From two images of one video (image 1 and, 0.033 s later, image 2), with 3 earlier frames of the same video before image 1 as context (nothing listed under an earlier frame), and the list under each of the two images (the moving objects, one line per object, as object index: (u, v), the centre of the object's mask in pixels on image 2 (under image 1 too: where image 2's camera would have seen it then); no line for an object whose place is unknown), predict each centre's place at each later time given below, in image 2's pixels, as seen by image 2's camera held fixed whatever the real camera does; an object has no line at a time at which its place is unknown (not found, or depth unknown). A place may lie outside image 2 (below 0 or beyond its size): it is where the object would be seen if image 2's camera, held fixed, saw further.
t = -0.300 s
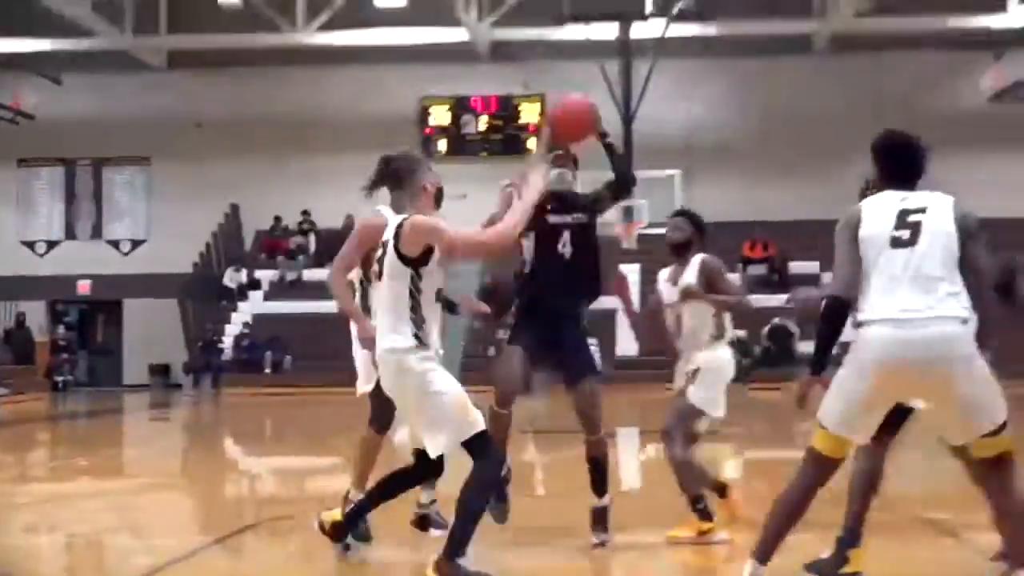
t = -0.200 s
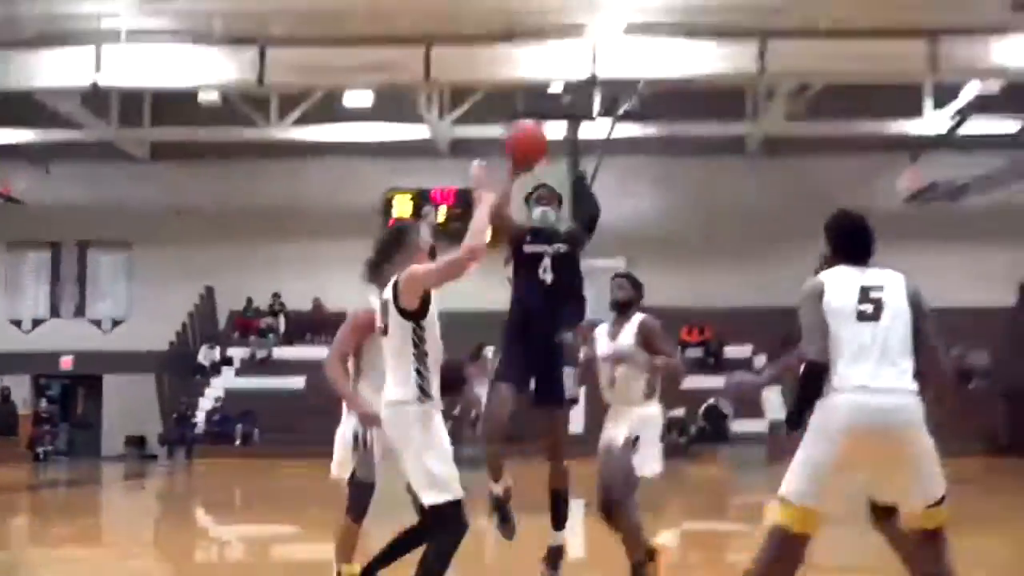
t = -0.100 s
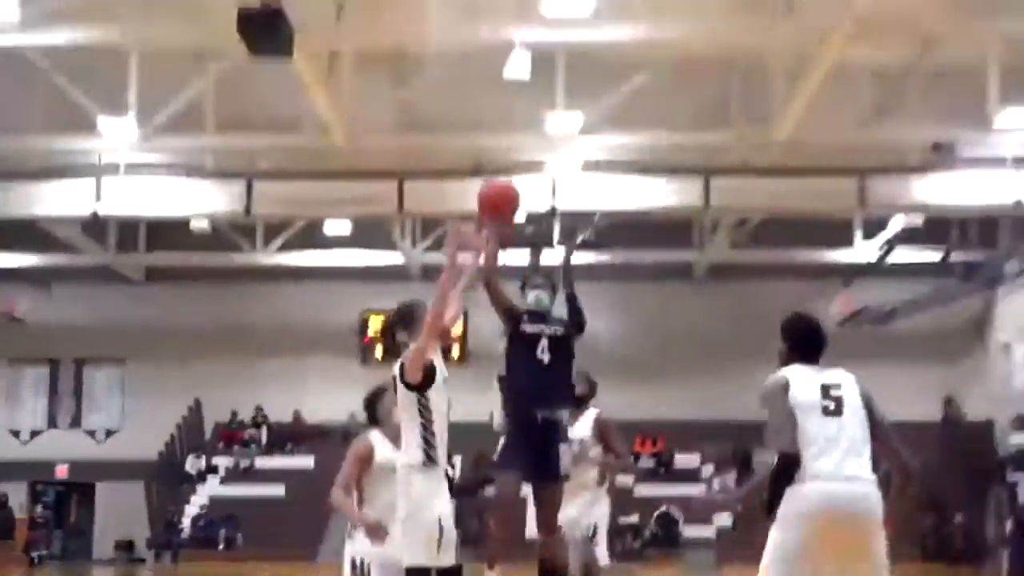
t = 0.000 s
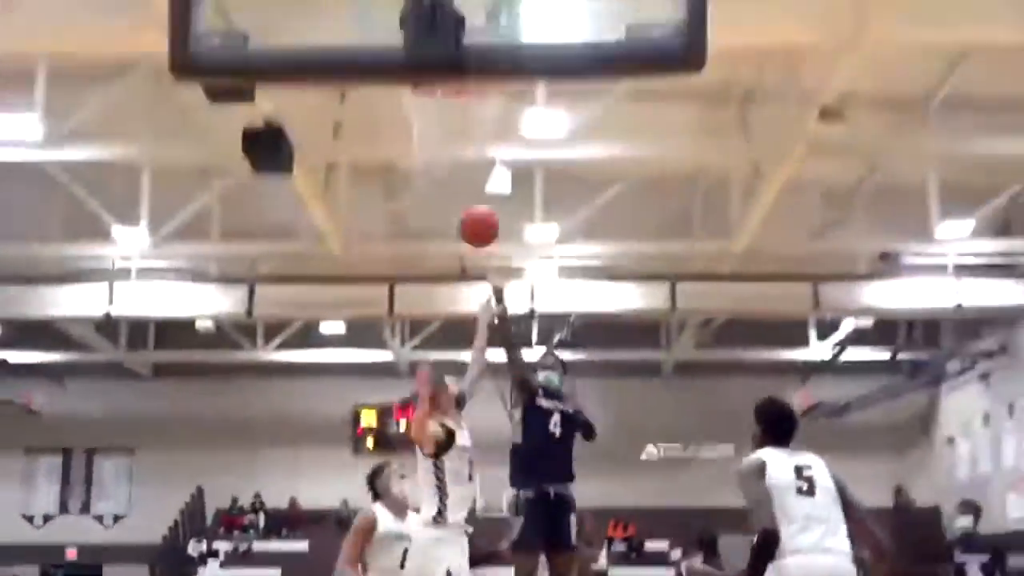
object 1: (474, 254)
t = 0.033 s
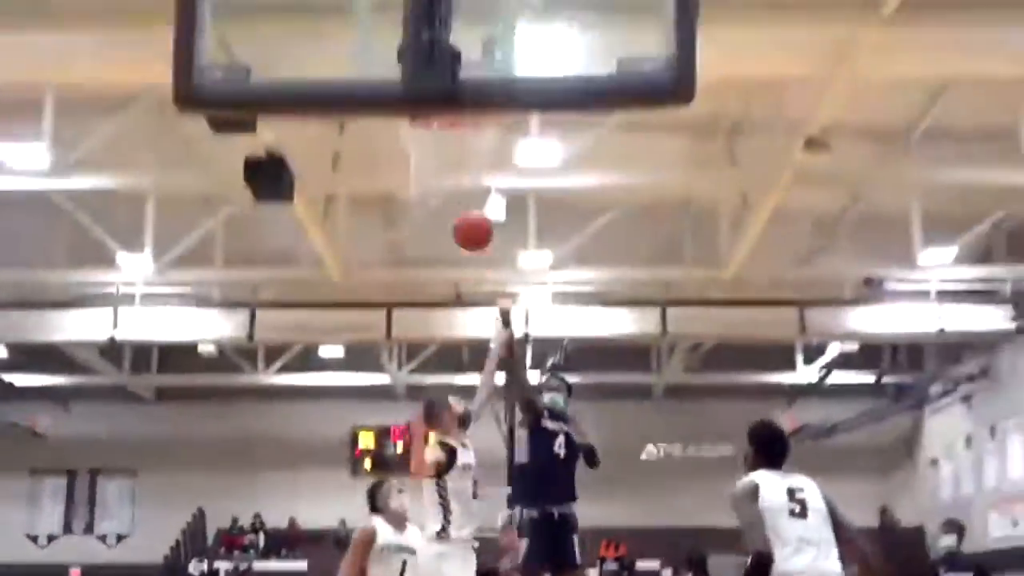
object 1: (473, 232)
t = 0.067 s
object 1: (473, 213)
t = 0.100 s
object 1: (470, 190)
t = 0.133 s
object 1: (468, 172)
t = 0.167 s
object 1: (465, 157)
